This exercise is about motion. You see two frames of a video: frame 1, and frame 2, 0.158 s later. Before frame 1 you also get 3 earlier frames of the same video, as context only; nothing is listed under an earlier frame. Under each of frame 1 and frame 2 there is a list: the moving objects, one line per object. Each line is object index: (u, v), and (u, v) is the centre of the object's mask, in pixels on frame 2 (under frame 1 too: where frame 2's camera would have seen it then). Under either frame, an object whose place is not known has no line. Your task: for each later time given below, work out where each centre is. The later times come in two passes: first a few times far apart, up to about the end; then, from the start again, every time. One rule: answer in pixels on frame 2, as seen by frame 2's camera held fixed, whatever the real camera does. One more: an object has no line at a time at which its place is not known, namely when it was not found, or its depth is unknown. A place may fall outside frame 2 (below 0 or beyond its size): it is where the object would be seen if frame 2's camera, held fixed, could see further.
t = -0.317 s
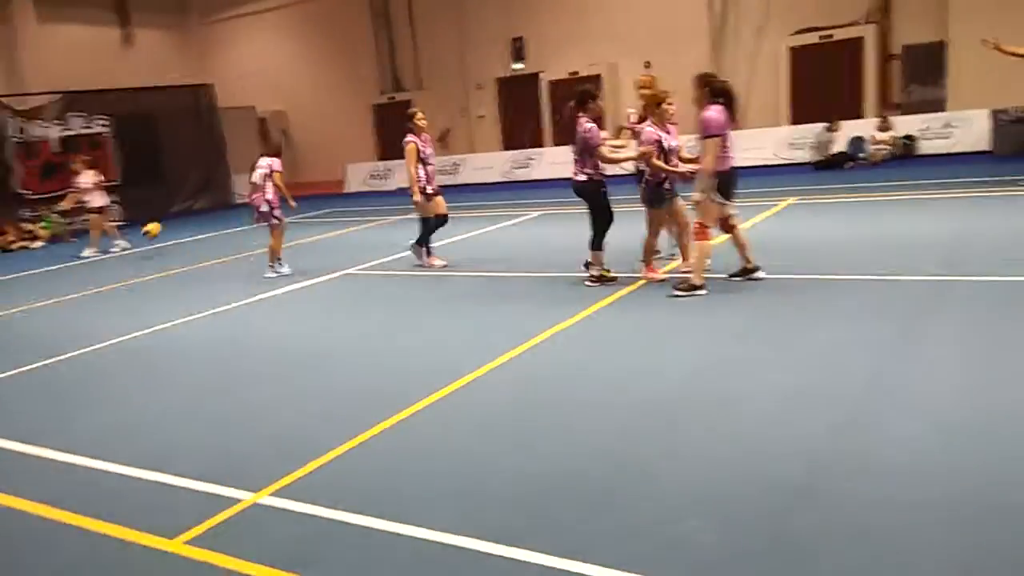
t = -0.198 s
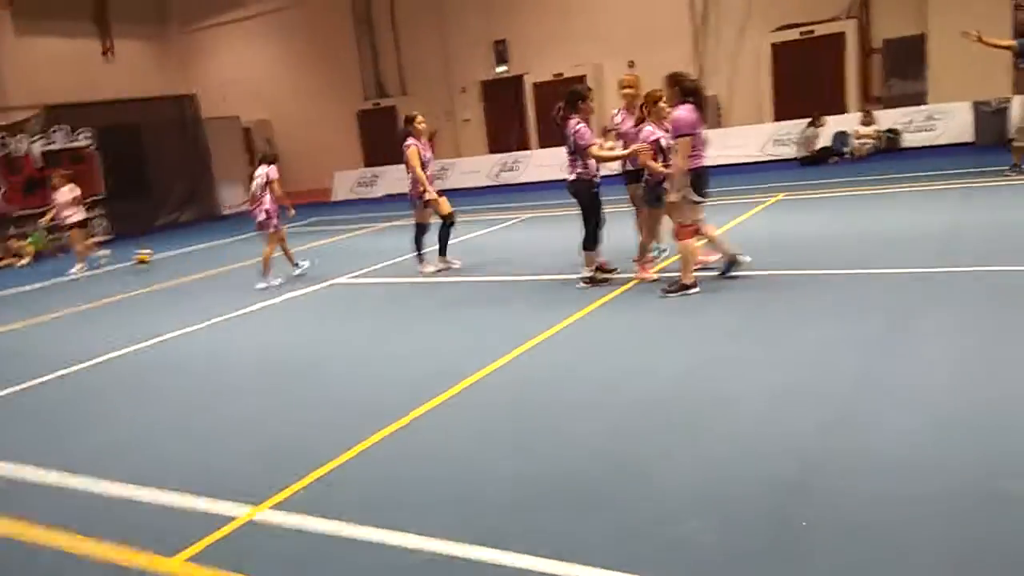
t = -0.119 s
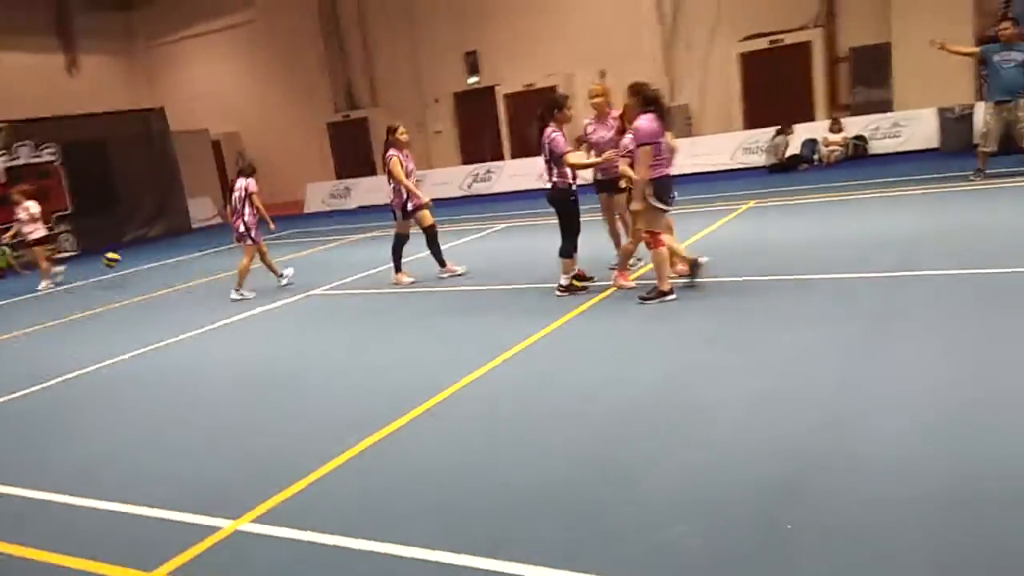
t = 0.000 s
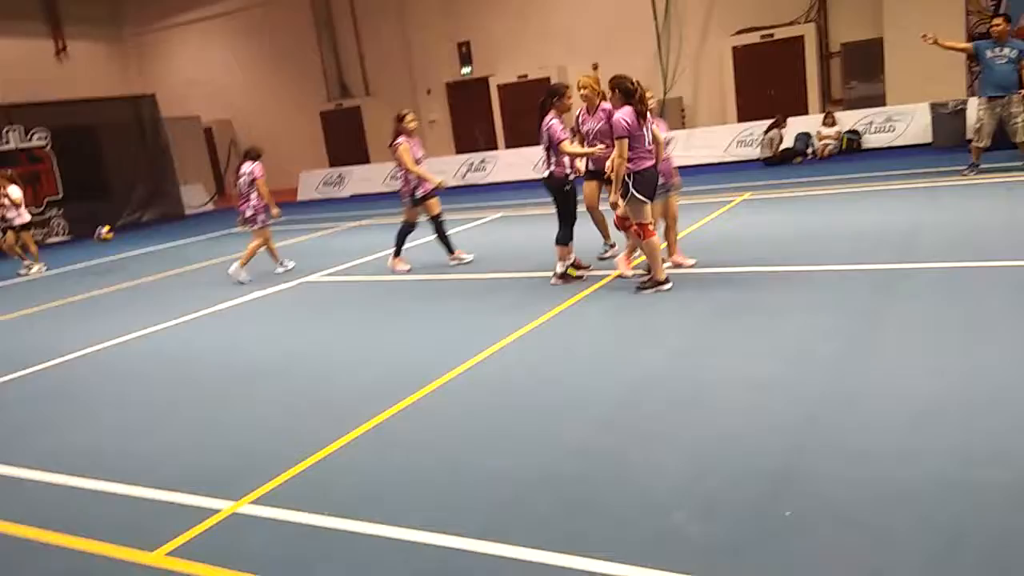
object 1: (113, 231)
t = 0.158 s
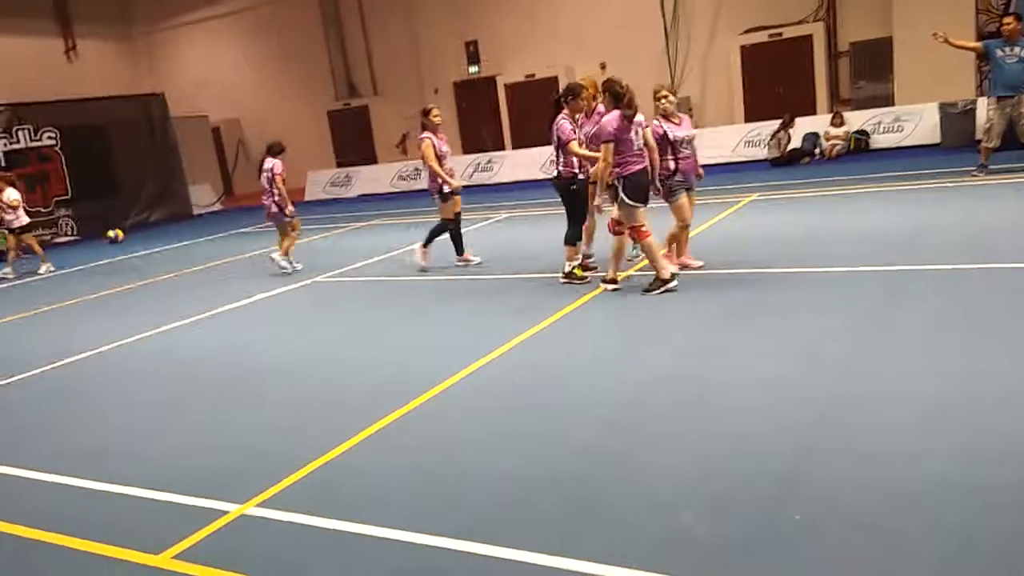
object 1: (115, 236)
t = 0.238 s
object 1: (117, 244)
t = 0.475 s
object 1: (122, 247)
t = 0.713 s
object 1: (126, 250)
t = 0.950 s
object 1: (130, 254)
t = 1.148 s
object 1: (133, 258)
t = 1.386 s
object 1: (137, 259)
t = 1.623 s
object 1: (141, 264)
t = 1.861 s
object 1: (144, 268)
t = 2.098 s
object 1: (146, 269)
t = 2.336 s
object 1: (149, 270)
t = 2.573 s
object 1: (153, 274)
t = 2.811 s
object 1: (156, 275)
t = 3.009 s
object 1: (158, 276)
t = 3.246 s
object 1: (162, 278)
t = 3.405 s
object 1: (164, 279)
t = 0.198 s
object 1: (116, 239)
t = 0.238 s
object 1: (117, 244)
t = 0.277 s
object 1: (120, 249)
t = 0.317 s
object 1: (121, 255)
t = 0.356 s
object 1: (124, 264)
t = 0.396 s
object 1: (124, 258)
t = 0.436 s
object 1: (125, 254)
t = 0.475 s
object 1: (122, 247)
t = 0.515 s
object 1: (121, 245)
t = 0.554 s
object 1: (120, 245)
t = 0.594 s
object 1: (123, 245)
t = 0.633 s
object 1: (125, 245)
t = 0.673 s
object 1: (125, 246)
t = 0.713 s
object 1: (126, 250)
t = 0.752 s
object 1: (127, 255)
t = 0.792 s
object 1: (129, 261)
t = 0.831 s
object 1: (131, 265)
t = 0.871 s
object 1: (130, 261)
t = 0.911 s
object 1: (131, 258)
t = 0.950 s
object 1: (130, 254)
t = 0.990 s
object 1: (130, 253)
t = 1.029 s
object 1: (130, 253)
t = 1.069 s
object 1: (132, 253)
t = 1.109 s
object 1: (132, 256)
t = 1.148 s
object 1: (133, 258)
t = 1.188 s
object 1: (135, 262)
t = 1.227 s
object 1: (137, 268)
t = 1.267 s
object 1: (137, 264)
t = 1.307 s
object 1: (137, 262)
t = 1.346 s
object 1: (136, 259)
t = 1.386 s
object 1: (137, 259)
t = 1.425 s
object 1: (138, 260)
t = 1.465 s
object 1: (138, 262)
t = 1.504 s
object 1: (140, 265)
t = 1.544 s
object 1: (142, 268)
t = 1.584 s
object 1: (141, 266)
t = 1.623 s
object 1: (141, 264)
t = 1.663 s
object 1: (141, 263)
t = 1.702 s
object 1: (142, 263)
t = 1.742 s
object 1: (142, 265)
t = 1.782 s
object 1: (143, 268)
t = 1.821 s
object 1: (144, 270)
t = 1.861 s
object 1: (144, 268)
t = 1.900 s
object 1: (145, 266)
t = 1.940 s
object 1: (145, 266)
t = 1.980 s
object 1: (145, 267)
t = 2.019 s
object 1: (146, 270)
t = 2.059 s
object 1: (147, 270)
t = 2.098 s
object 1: (146, 269)
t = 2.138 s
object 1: (147, 268)
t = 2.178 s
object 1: (148, 269)
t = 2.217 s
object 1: (149, 271)
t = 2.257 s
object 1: (149, 271)
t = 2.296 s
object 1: (149, 270)
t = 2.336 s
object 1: (149, 270)
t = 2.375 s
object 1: (149, 272)
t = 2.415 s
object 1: (151, 274)
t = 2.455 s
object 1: (152, 272)
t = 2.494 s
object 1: (151, 272)
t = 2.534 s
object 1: (152, 274)
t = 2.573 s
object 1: (153, 274)
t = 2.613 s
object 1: (153, 274)
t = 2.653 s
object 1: (154, 274)
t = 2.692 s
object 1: (155, 275)
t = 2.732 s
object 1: (155, 275)
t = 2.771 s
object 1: (155, 275)
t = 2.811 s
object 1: (156, 275)
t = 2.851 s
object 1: (156, 276)
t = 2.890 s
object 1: (156, 275)
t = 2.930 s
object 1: (157, 276)
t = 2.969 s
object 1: (158, 276)
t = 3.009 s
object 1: (158, 276)
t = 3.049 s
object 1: (159, 276)
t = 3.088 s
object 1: (159, 277)
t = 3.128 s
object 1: (160, 277)
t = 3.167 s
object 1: (161, 277)
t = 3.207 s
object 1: (161, 277)
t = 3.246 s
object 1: (162, 278)
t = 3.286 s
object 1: (162, 278)
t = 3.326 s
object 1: (163, 278)
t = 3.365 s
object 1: (163, 278)
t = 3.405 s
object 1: (164, 279)
